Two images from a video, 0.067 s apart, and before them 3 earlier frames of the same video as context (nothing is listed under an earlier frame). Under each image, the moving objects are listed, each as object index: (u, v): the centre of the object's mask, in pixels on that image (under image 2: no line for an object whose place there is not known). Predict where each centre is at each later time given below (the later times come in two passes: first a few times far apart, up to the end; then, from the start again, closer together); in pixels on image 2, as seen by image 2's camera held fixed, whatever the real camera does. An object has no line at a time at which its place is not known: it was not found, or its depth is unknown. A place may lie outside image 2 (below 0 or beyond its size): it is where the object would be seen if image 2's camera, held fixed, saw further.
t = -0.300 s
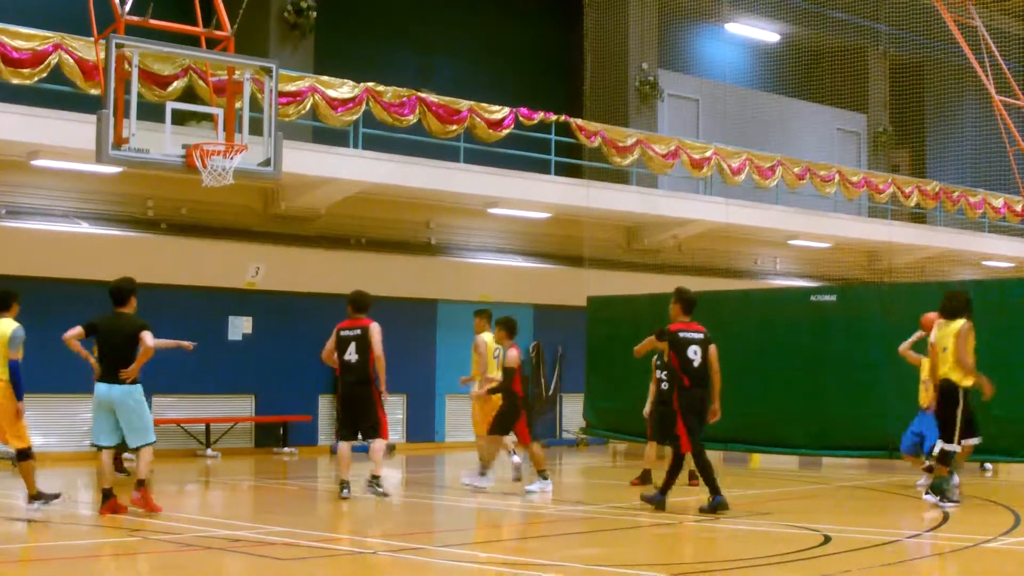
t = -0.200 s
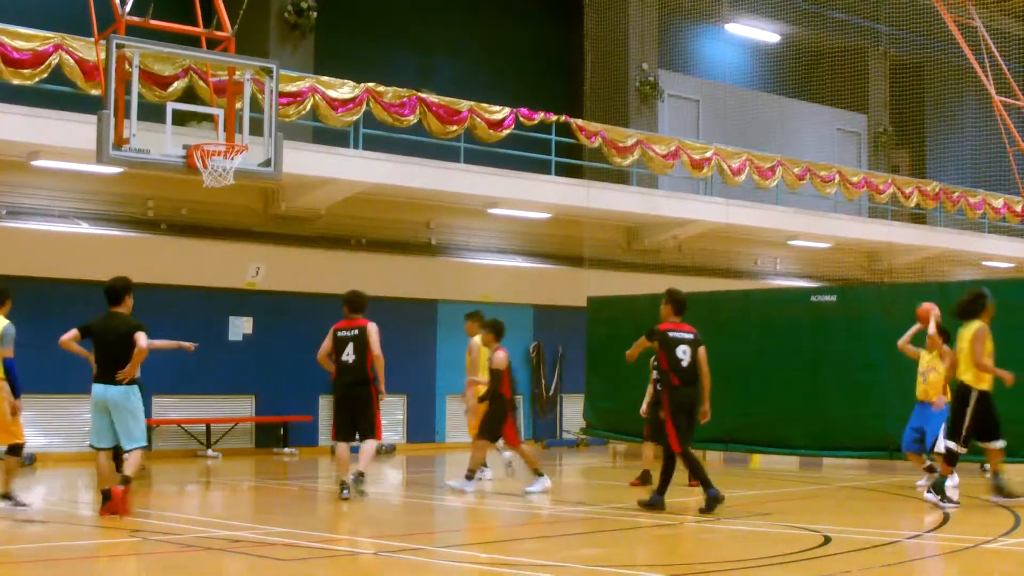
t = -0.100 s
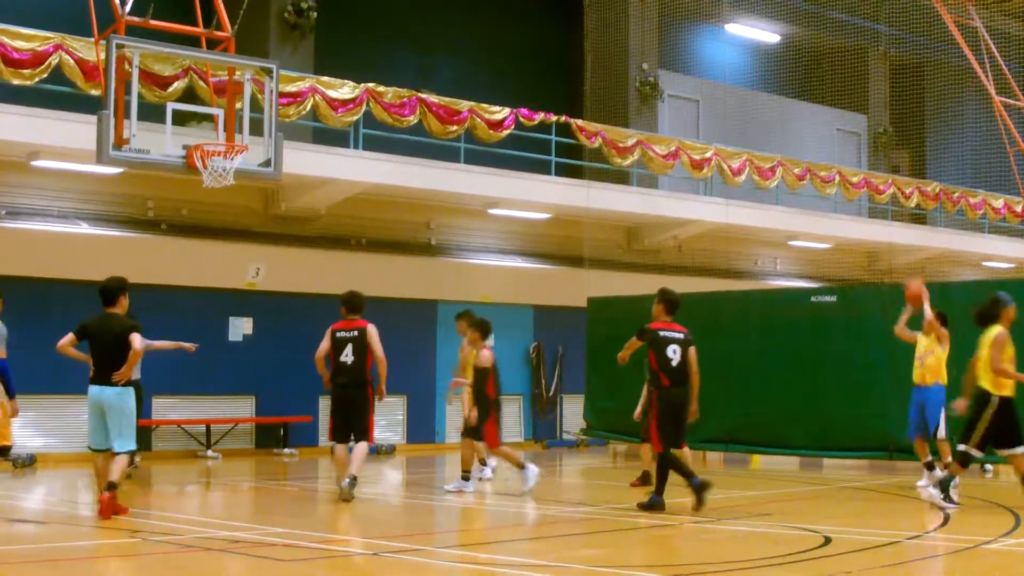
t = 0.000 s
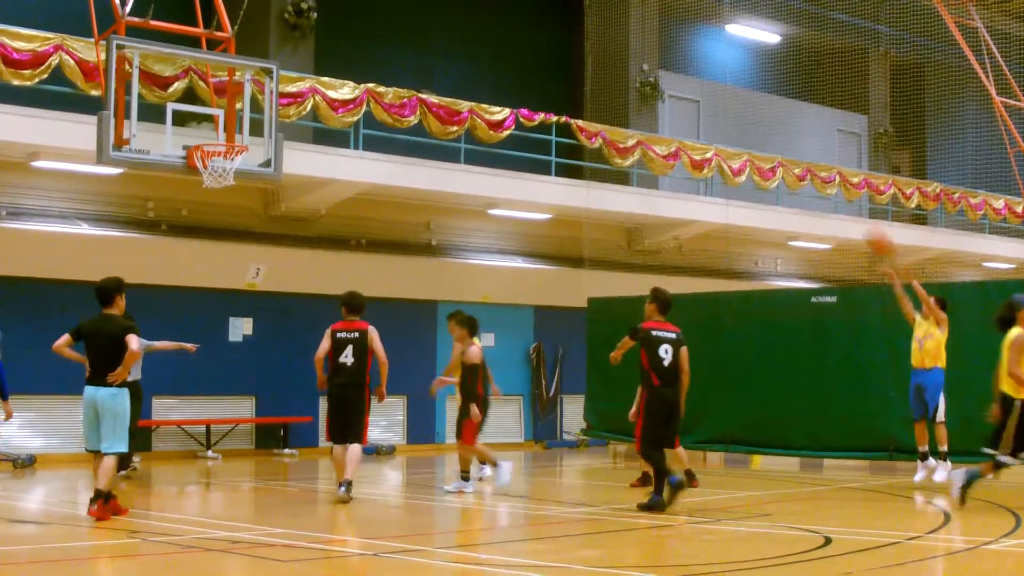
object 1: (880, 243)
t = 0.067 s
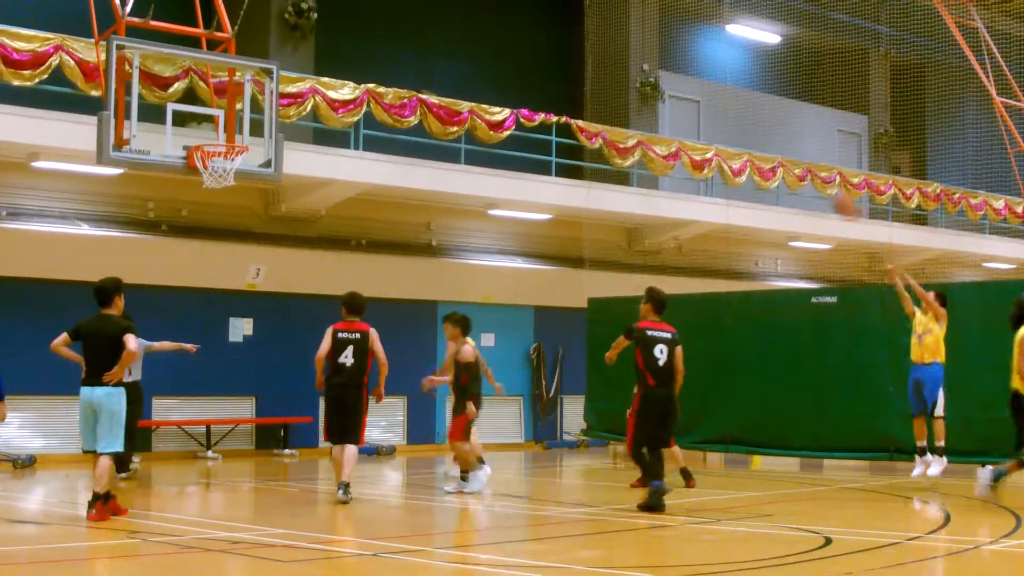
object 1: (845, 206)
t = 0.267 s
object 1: (736, 115)
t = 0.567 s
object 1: (565, 45)
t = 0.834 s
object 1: (405, 59)
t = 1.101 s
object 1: (255, 132)
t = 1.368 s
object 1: (316, 80)
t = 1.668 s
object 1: (389, 120)
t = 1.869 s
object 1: (442, 222)
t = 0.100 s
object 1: (827, 188)
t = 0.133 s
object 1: (809, 172)
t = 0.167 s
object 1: (790, 152)
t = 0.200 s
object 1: (772, 140)
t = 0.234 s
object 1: (753, 126)
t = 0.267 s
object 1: (736, 115)
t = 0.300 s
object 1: (717, 101)
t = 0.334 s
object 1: (699, 91)
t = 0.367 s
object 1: (681, 81)
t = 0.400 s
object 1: (663, 73)
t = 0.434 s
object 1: (643, 65)
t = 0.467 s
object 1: (624, 58)
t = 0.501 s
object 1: (605, 53)
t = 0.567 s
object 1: (565, 45)
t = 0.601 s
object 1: (547, 43)
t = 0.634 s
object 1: (527, 42)
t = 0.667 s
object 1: (508, 42)
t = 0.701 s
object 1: (487, 43)
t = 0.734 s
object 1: (466, 45)
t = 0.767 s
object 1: (445, 49)
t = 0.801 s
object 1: (426, 53)
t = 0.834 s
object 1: (405, 59)
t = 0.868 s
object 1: (384, 66)
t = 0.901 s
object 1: (365, 71)
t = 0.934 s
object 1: (346, 81)
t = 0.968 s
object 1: (318, 96)
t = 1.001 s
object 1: (298, 107)
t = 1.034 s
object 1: (277, 122)
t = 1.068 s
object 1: (255, 135)
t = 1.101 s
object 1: (255, 132)
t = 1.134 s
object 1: (262, 122)
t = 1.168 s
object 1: (270, 114)
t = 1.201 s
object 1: (278, 104)
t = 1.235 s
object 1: (286, 97)
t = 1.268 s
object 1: (294, 91)
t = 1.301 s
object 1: (301, 87)
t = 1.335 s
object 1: (308, 83)
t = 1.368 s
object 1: (316, 80)
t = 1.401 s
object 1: (324, 78)
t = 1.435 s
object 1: (331, 78)
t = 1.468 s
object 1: (340, 80)
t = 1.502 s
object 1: (348, 84)
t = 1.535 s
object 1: (355, 88)
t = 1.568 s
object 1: (365, 94)
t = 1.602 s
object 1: (372, 101)
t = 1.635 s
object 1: (381, 110)
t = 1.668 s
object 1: (389, 120)
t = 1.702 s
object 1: (399, 133)
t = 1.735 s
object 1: (407, 145)
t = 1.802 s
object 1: (424, 178)
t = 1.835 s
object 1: (432, 198)
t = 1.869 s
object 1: (442, 222)
